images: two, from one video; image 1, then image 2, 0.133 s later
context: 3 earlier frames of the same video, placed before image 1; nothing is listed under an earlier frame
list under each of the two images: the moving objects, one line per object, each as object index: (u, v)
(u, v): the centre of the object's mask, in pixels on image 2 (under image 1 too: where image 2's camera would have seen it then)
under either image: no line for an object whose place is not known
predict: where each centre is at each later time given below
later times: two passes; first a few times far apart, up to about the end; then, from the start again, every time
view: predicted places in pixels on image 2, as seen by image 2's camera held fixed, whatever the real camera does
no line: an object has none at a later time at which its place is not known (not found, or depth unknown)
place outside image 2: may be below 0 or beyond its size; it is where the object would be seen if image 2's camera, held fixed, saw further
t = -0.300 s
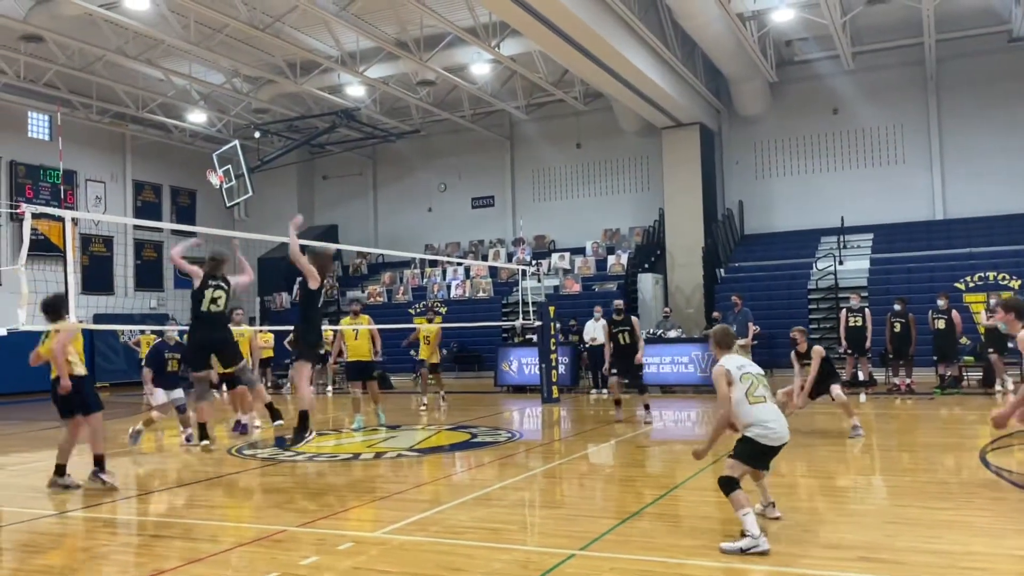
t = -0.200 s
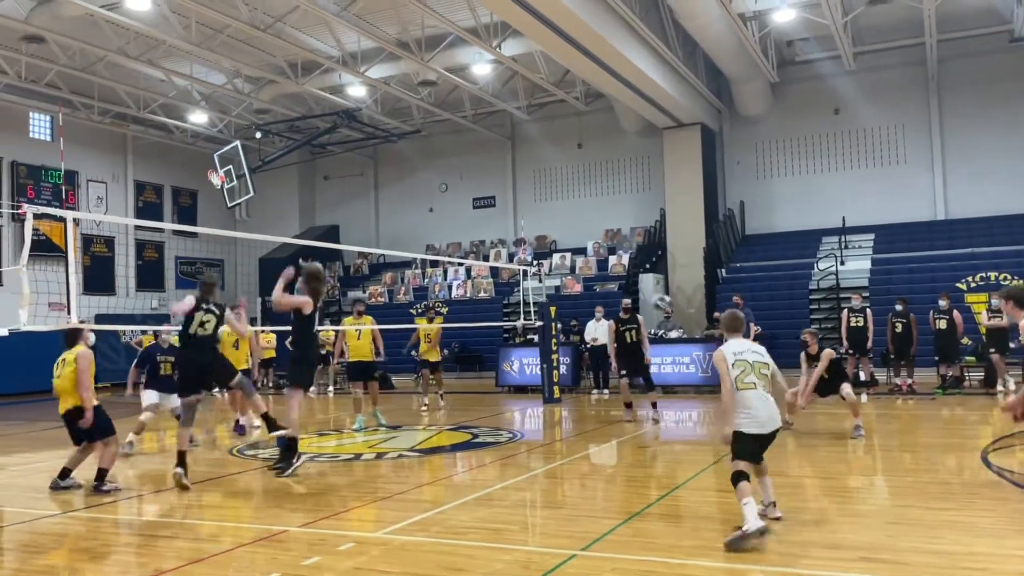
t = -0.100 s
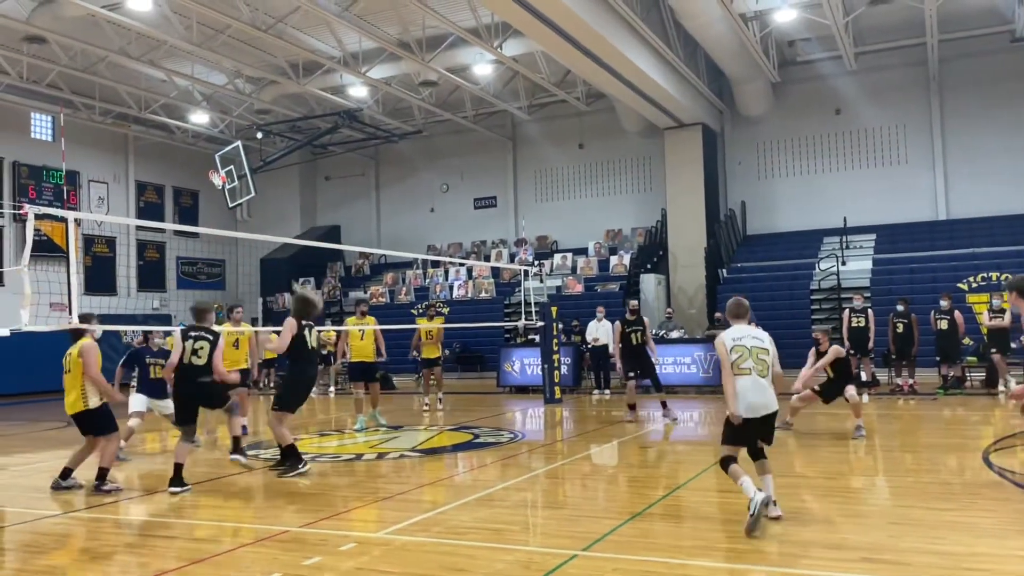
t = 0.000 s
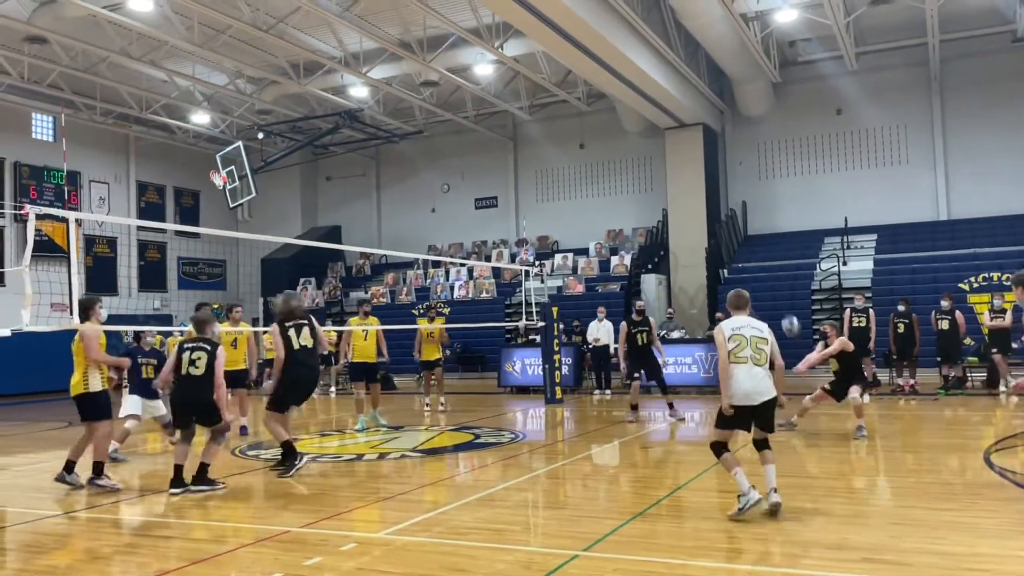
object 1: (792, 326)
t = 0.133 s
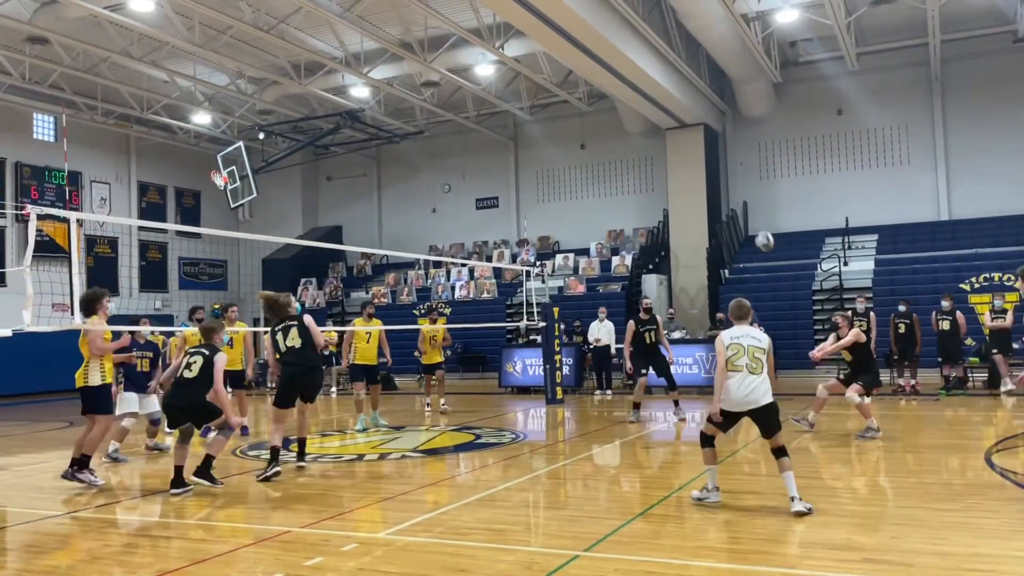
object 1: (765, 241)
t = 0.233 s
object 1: (745, 188)
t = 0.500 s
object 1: (704, 95)
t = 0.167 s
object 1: (759, 221)
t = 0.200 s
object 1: (751, 205)
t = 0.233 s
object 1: (745, 188)
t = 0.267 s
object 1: (740, 172)
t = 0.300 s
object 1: (734, 159)
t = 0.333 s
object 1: (729, 146)
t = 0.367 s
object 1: (724, 134)
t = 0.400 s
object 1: (718, 123)
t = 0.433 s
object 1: (713, 112)
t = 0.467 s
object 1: (709, 104)
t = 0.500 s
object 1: (704, 95)
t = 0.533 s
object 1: (697, 87)
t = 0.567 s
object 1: (693, 81)
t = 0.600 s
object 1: (689, 76)
